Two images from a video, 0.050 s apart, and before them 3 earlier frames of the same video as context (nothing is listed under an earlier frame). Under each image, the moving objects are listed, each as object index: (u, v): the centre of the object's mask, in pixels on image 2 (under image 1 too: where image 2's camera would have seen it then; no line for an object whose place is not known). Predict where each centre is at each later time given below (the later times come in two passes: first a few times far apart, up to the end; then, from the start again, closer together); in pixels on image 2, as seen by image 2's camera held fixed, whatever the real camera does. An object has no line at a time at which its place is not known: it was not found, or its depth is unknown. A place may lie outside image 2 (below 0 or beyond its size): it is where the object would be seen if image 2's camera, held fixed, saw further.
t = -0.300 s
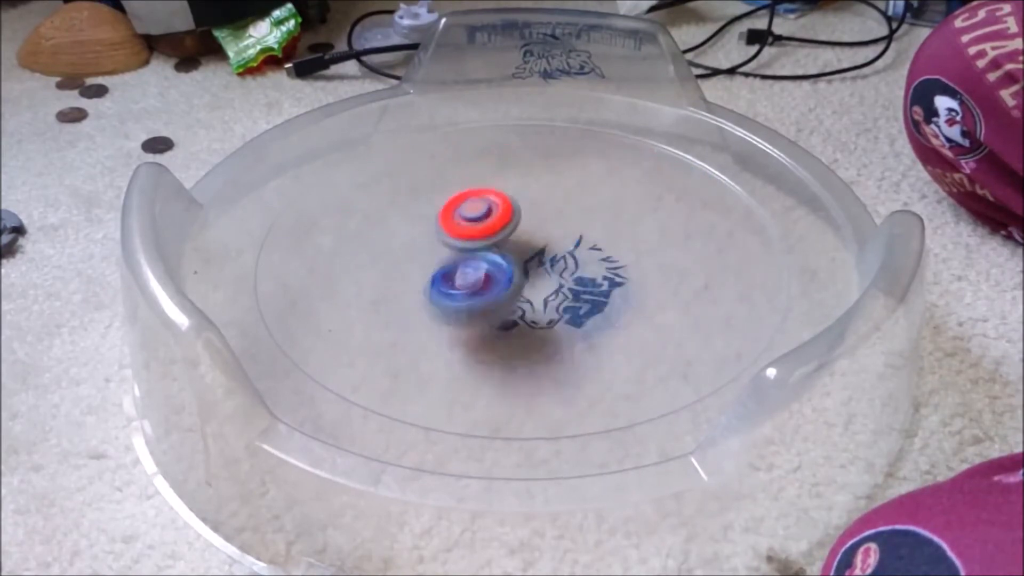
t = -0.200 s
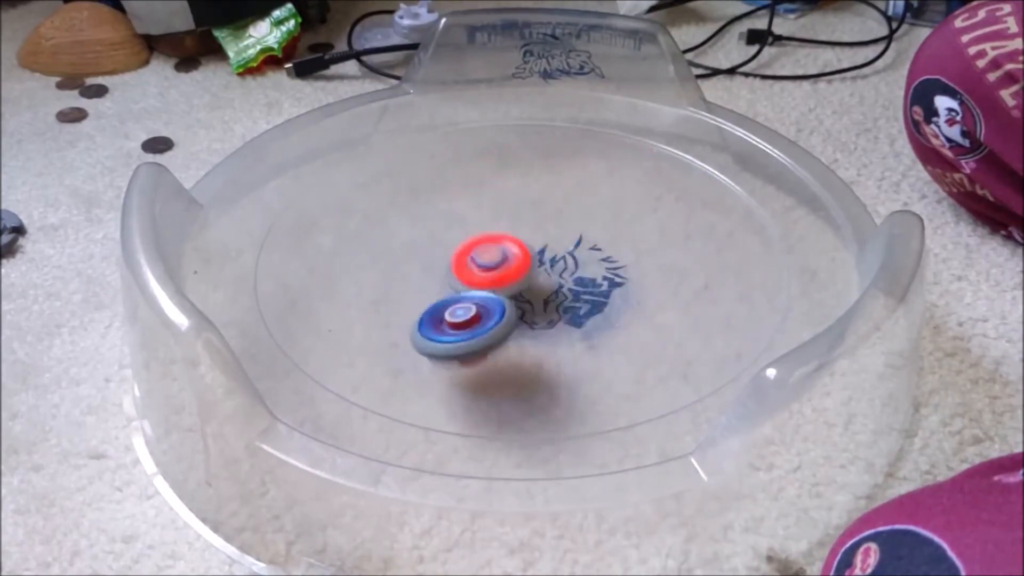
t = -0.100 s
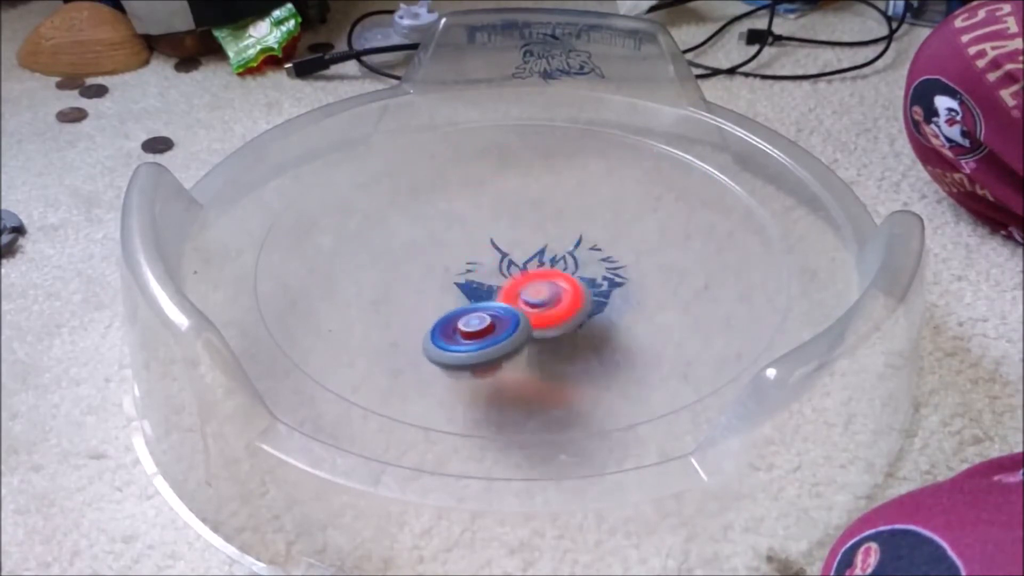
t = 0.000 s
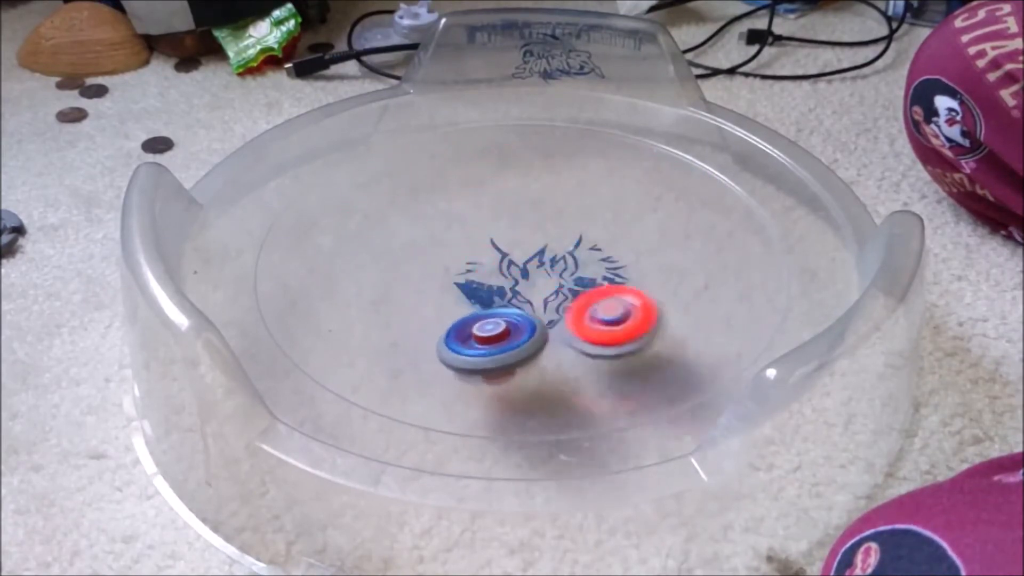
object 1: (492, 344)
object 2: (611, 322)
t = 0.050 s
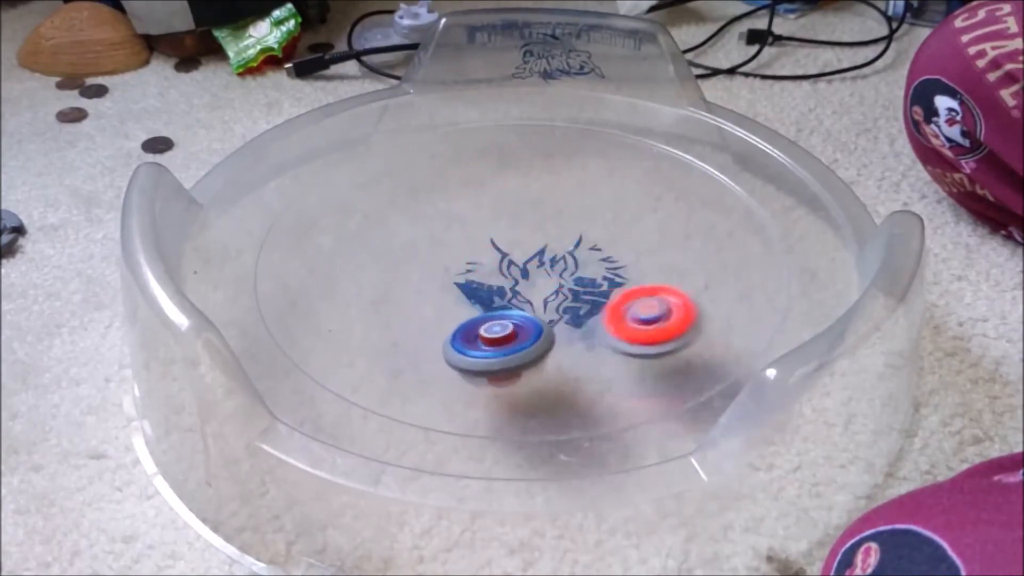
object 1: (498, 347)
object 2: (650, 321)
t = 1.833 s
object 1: (464, 129)
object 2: (436, 257)
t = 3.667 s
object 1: (473, 287)
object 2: (585, 273)
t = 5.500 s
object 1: (499, 304)
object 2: (594, 286)
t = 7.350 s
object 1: (524, 244)
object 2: (611, 222)
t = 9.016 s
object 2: (540, 208)
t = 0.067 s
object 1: (500, 347)
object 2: (663, 319)
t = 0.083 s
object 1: (501, 348)
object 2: (675, 317)
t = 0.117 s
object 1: (505, 348)
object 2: (699, 310)
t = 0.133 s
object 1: (507, 348)
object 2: (709, 306)
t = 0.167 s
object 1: (509, 348)
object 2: (726, 298)
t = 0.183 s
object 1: (511, 348)
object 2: (733, 293)
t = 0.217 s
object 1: (513, 347)
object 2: (744, 283)
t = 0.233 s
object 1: (514, 347)
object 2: (748, 278)
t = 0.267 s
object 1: (516, 346)
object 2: (750, 268)
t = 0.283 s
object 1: (517, 345)
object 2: (749, 263)
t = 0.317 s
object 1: (518, 343)
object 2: (741, 254)
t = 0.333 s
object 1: (519, 343)
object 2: (735, 250)
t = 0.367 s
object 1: (521, 341)
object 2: (719, 243)
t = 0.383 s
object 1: (522, 341)
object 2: (710, 240)
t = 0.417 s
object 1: (522, 339)
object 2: (690, 236)
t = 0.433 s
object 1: (523, 338)
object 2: (678, 234)
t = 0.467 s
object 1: (524, 337)
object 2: (655, 233)
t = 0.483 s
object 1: (524, 336)
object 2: (643, 233)
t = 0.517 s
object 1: (525, 333)
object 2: (618, 236)
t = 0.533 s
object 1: (525, 332)
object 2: (607, 237)
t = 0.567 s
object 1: (526, 329)
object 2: (582, 240)
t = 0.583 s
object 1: (526, 329)
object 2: (571, 243)
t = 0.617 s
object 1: (527, 325)
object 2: (548, 251)
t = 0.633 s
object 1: (527, 324)
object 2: (538, 257)
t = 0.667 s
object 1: (527, 320)
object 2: (517, 262)
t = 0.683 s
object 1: (527, 319)
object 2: (509, 265)
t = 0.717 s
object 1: (529, 317)
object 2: (487, 269)
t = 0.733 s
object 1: (531, 321)
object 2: (477, 272)
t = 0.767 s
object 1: (538, 332)
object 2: (461, 277)
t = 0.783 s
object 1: (540, 336)
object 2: (455, 281)
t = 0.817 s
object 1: (541, 338)
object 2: (446, 288)
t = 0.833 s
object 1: (541, 337)
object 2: (443, 293)
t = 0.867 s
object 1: (543, 336)
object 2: (437, 304)
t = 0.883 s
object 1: (545, 335)
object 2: (434, 310)
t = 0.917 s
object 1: (548, 332)
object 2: (432, 322)
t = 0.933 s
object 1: (550, 330)
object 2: (432, 327)
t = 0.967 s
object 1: (553, 327)
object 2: (436, 339)
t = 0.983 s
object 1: (554, 325)
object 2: (440, 345)
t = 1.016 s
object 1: (557, 322)
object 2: (450, 354)
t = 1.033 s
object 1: (558, 319)
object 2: (458, 358)
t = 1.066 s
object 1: (560, 316)
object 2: (476, 364)
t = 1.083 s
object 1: (561, 314)
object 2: (486, 367)
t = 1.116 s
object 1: (563, 309)
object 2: (508, 369)
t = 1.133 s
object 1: (564, 307)
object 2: (519, 368)
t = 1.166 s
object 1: (565, 302)
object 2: (541, 365)
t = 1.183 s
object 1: (566, 299)
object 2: (552, 362)
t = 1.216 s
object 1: (565, 293)
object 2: (571, 354)
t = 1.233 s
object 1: (567, 288)
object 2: (578, 350)
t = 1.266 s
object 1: (567, 280)
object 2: (590, 341)
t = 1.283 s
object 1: (567, 275)
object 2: (593, 335)
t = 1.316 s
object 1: (566, 267)
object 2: (598, 324)
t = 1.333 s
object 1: (565, 261)
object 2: (598, 318)
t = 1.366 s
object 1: (557, 232)
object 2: (606, 323)
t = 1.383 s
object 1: (553, 219)
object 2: (609, 325)
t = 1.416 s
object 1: (543, 189)
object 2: (612, 323)
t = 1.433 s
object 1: (538, 178)
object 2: (612, 320)
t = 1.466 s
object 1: (527, 157)
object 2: (609, 311)
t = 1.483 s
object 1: (521, 148)
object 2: (605, 306)
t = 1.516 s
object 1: (506, 132)
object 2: (596, 295)
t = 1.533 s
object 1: (500, 126)
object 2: (591, 292)
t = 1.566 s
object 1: (489, 118)
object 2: (577, 283)
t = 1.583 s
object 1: (485, 115)
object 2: (569, 280)
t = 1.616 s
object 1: (479, 111)
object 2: (554, 273)
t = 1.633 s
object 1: (477, 111)
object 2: (545, 270)
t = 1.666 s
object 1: (473, 113)
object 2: (526, 264)
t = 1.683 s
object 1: (471, 115)
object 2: (516, 261)
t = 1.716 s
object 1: (468, 118)
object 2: (497, 259)
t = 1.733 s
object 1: (467, 120)
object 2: (487, 257)
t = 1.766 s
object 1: (466, 123)
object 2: (470, 257)
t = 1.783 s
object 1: (465, 125)
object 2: (462, 256)
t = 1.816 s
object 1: (464, 127)
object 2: (443, 257)
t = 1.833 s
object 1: (464, 129)
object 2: (436, 257)
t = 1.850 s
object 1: (464, 130)
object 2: (428, 258)
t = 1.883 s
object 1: (465, 132)
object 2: (414, 262)
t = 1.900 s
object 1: (465, 133)
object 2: (408, 264)
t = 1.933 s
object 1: (466, 135)
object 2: (398, 270)
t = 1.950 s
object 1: (466, 136)
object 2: (394, 274)
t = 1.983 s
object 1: (467, 138)
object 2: (390, 281)
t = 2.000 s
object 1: (467, 139)
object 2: (390, 285)
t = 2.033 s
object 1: (467, 141)
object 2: (393, 294)
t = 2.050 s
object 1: (468, 143)
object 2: (397, 298)
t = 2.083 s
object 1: (469, 145)
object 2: (410, 305)
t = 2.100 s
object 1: (470, 146)
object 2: (418, 308)
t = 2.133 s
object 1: (471, 149)
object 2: (436, 311)
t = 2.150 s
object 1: (472, 151)
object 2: (446, 311)
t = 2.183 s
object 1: (473, 154)
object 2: (465, 309)
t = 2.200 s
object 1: (474, 156)
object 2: (474, 307)
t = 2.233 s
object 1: (477, 160)
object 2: (492, 302)
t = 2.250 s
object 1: (478, 163)
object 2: (499, 299)
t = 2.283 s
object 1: (481, 168)
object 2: (511, 292)
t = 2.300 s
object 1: (483, 170)
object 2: (517, 287)
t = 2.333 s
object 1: (486, 175)
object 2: (526, 275)
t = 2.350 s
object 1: (488, 178)
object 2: (530, 270)
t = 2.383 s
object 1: (491, 183)
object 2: (533, 258)
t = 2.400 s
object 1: (493, 185)
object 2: (533, 253)
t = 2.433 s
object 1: (494, 181)
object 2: (534, 242)
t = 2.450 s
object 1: (492, 177)
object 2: (536, 239)
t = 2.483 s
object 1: (493, 171)
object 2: (535, 237)
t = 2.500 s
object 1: (495, 171)
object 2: (533, 235)
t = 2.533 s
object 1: (497, 169)
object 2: (529, 232)
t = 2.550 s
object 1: (494, 158)
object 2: (531, 241)
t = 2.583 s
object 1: (491, 144)
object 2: (536, 257)
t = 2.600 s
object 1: (491, 139)
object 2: (539, 263)
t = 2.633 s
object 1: (490, 138)
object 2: (545, 272)
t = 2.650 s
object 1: (490, 139)
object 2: (550, 275)
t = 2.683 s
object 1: (488, 142)
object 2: (561, 279)
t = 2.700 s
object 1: (487, 144)
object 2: (567, 280)
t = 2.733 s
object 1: (486, 148)
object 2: (580, 279)
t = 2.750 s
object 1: (485, 151)
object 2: (586, 279)
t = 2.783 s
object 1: (483, 155)
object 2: (598, 275)
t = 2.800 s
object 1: (483, 158)
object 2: (602, 273)
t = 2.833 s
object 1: (482, 162)
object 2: (611, 269)
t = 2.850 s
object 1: (481, 165)
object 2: (613, 265)
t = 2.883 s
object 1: (481, 171)
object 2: (615, 258)
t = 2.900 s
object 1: (481, 173)
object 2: (613, 256)
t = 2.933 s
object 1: (481, 179)
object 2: (607, 251)
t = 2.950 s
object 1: (481, 182)
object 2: (601, 248)
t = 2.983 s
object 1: (481, 188)
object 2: (590, 246)
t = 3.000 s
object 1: (481, 191)
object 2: (583, 246)
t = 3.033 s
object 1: (481, 197)
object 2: (569, 246)
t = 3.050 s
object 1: (481, 200)
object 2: (562, 247)
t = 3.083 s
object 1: (481, 206)
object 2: (550, 252)
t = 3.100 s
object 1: (482, 209)
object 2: (544, 254)
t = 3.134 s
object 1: (477, 207)
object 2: (542, 267)
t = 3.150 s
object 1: (474, 206)
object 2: (543, 275)
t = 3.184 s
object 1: (471, 206)
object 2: (547, 287)
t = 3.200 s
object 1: (470, 209)
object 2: (549, 291)
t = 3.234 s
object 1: (470, 214)
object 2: (556, 298)
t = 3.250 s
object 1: (469, 217)
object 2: (559, 301)
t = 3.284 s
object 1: (469, 223)
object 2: (569, 307)
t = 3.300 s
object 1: (468, 227)
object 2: (574, 309)
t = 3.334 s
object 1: (468, 233)
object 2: (587, 312)
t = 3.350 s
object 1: (468, 237)
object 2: (594, 312)
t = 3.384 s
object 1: (468, 242)
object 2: (607, 313)
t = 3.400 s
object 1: (469, 246)
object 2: (614, 312)
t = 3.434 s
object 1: (471, 254)
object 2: (625, 309)
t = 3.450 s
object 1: (471, 257)
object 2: (630, 306)
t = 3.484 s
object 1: (472, 263)
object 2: (636, 300)
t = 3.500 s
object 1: (472, 265)
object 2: (637, 296)
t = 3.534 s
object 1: (473, 270)
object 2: (634, 289)
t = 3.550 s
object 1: (473, 272)
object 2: (630, 285)
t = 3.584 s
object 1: (474, 277)
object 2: (620, 280)
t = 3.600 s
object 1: (473, 279)
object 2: (614, 278)
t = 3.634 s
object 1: (473, 283)
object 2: (599, 273)
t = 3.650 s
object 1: (473, 284)
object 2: (592, 273)
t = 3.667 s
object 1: (473, 287)
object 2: (585, 273)
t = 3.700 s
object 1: (474, 290)
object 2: (569, 271)
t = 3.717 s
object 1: (474, 291)
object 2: (562, 271)
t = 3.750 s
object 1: (473, 296)
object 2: (550, 270)
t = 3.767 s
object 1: (468, 298)
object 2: (547, 268)
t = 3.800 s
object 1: (463, 301)
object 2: (540, 265)
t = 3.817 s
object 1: (462, 303)
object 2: (535, 263)
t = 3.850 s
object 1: (462, 306)
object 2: (525, 260)
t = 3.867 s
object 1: (462, 308)
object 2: (520, 260)
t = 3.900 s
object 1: (463, 310)
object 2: (509, 260)
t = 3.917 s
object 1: (463, 312)
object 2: (503, 260)
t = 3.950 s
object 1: (463, 314)
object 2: (496, 263)
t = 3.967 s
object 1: (463, 316)
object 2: (493, 264)
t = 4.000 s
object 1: (464, 317)
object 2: (491, 267)
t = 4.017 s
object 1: (462, 319)
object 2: (492, 268)
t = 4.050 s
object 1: (447, 335)
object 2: (495, 266)
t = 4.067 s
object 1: (443, 341)
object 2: (499, 262)
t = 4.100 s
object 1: (438, 355)
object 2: (507, 258)
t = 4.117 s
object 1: (436, 359)
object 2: (510, 257)
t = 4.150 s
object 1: (436, 363)
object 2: (511, 257)
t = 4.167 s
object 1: (437, 365)
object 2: (510, 256)
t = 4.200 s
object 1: (438, 366)
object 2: (509, 256)
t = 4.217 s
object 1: (439, 367)
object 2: (509, 256)
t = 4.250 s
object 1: (441, 367)
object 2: (507, 256)
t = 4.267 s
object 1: (441, 367)
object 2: (506, 256)
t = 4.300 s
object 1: (443, 367)
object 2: (506, 257)
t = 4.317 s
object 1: (444, 366)
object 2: (505, 258)
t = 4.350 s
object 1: (446, 365)
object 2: (506, 259)
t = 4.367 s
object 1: (447, 364)
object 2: (506, 260)
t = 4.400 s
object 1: (449, 363)
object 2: (508, 261)
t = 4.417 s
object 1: (451, 361)
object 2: (509, 262)
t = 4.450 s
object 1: (453, 359)
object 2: (512, 262)
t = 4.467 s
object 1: (455, 358)
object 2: (513, 263)
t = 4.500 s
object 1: (459, 355)
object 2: (517, 264)
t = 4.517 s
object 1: (461, 354)
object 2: (520, 264)
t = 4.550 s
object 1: (464, 350)
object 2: (525, 265)
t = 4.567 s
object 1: (466, 349)
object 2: (527, 264)
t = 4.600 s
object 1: (468, 345)
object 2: (531, 263)
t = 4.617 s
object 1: (469, 344)
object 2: (533, 263)
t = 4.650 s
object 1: (472, 340)
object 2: (537, 262)
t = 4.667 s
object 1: (473, 338)
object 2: (539, 261)
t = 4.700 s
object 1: (475, 334)
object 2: (542, 261)
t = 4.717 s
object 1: (475, 332)
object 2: (543, 260)
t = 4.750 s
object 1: (477, 329)
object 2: (545, 259)
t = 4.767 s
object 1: (477, 328)
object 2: (546, 258)
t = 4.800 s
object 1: (479, 325)
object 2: (547, 257)
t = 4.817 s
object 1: (480, 323)
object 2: (548, 256)
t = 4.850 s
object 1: (482, 319)
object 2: (548, 255)
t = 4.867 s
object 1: (484, 317)
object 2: (547, 255)
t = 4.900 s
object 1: (486, 313)
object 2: (546, 254)
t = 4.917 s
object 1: (488, 312)
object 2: (545, 254)
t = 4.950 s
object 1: (492, 307)
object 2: (543, 254)
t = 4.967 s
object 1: (493, 305)
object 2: (543, 253)
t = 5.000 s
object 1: (497, 301)
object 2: (543, 253)
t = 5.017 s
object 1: (497, 299)
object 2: (543, 252)
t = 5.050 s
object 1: (492, 301)
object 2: (542, 250)
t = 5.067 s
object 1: (491, 302)
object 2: (542, 251)
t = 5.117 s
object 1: (492, 300)
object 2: (541, 254)
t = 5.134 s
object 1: (488, 299)
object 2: (542, 253)
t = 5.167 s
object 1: (473, 308)
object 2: (543, 256)
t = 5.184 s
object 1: (469, 311)
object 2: (544, 256)
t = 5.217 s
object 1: (462, 314)
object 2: (544, 260)
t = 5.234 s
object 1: (462, 314)
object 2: (545, 262)
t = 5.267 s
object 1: (464, 313)
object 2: (547, 267)
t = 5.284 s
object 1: (466, 313)
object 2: (549, 270)
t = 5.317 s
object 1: (471, 312)
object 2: (554, 275)
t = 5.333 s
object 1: (473, 312)
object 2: (557, 277)
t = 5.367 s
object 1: (478, 310)
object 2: (564, 281)
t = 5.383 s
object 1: (481, 310)
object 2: (568, 283)
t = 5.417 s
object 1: (486, 309)
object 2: (575, 285)
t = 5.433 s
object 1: (489, 308)
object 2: (579, 286)
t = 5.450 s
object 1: (491, 307)
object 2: (583, 286)
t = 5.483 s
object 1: (497, 305)
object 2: (590, 286)
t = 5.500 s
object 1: (499, 304)
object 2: (594, 286)
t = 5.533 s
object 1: (505, 302)
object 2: (599, 284)
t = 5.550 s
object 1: (507, 301)
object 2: (602, 282)
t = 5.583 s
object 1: (512, 299)
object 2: (604, 279)
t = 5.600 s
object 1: (508, 298)
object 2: (604, 277)
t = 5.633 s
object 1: (506, 297)
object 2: (604, 274)
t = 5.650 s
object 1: (507, 297)
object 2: (603, 274)
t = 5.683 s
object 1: (510, 296)
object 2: (599, 272)
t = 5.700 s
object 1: (509, 294)
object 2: (598, 271)
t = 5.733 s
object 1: (494, 294)
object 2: (595, 269)
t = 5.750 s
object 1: (490, 292)
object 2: (594, 269)
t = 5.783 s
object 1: (484, 290)
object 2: (589, 270)
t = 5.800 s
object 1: (482, 289)
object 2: (585, 271)
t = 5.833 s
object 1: (482, 287)
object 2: (576, 273)
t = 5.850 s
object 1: (480, 285)
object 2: (571, 273)
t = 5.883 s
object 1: (468, 284)
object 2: (562, 273)
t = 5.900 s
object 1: (464, 282)
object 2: (559, 275)
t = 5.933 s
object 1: (457, 278)
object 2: (555, 276)
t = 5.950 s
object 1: (447, 273)
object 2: (553, 277)
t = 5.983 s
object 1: (434, 269)
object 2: (550, 281)
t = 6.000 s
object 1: (429, 267)
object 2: (548, 281)
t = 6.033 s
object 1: (423, 265)
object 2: (539, 283)
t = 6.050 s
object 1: (421, 263)
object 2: (532, 285)
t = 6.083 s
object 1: (417, 263)
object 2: (521, 288)
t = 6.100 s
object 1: (416, 262)
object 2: (514, 290)
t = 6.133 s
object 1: (413, 261)
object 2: (502, 291)
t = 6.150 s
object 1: (411, 261)
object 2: (495, 293)
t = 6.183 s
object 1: (407, 259)
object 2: (486, 297)
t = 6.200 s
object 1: (405, 257)
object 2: (482, 298)
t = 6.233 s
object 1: (402, 255)
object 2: (472, 301)
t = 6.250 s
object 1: (401, 254)
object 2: (469, 301)
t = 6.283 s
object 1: (399, 253)
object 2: (461, 304)
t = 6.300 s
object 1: (398, 251)
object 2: (457, 305)
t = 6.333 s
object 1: (397, 250)
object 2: (450, 307)
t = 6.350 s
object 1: (397, 249)
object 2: (447, 309)
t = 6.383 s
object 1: (397, 247)
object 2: (443, 313)
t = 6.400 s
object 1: (397, 247)
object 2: (441, 315)
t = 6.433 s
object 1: (398, 245)
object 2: (440, 318)
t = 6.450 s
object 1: (399, 244)
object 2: (441, 320)
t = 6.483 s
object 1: (401, 243)
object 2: (444, 322)
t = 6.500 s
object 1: (402, 242)
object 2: (446, 322)
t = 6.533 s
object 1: (405, 241)
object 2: (453, 321)
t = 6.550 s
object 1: (407, 240)
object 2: (456, 319)
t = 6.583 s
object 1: (411, 240)
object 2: (462, 316)
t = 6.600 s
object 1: (413, 240)
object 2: (465, 313)
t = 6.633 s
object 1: (418, 239)
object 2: (471, 308)
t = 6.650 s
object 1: (421, 239)
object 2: (473, 306)
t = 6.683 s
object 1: (426, 238)
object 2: (478, 300)
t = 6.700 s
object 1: (429, 238)
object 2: (480, 298)
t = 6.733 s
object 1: (433, 235)
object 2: (487, 296)
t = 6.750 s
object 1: (436, 233)
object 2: (491, 294)
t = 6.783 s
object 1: (441, 231)
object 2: (498, 290)
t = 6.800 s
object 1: (444, 231)
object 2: (501, 288)
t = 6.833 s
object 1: (447, 229)
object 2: (511, 287)
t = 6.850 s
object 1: (449, 227)
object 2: (517, 286)
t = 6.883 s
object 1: (454, 226)
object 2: (527, 283)
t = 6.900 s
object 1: (457, 227)
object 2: (532, 281)
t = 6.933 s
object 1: (462, 227)
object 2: (541, 277)
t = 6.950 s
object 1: (466, 227)
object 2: (546, 274)
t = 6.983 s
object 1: (472, 228)
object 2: (553, 270)
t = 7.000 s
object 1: (474, 228)
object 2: (557, 267)
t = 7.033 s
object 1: (477, 228)
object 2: (567, 263)
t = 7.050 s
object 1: (478, 227)
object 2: (573, 262)
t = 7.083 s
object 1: (482, 227)
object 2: (583, 258)
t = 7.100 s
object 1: (485, 228)
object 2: (587, 256)
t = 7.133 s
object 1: (490, 229)
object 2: (594, 252)
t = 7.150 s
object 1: (493, 230)
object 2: (597, 249)
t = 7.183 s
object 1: (498, 231)
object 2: (604, 243)
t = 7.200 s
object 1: (501, 232)
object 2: (605, 241)
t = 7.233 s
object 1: (507, 235)
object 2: (609, 236)
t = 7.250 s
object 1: (511, 236)
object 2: (610, 234)
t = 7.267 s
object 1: (514, 237)
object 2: (611, 232)
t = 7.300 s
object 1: (520, 240)
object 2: (610, 227)
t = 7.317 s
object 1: (523, 241)
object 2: (610, 225)
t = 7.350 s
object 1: (524, 244)
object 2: (611, 222)
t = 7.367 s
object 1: (521, 246)
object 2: (613, 220)
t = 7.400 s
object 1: (520, 250)
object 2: (617, 216)
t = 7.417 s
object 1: (521, 252)
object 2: (617, 214)
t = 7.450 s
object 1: (524, 256)
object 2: (616, 211)
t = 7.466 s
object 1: (526, 257)
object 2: (614, 210)
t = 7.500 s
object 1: (530, 261)
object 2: (608, 210)
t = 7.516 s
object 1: (532, 263)
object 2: (606, 211)
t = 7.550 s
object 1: (535, 267)
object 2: (600, 213)
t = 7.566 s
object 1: (537, 269)
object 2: (598, 215)
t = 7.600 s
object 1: (540, 273)
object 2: (594, 218)
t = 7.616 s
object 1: (540, 275)
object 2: (591, 220)
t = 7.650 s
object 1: (543, 278)
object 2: (587, 224)
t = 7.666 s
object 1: (544, 280)
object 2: (586, 226)
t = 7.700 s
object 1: (545, 284)
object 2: (582, 231)
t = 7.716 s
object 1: (545, 286)
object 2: (580, 233)
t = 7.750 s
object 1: (543, 296)
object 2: (579, 237)
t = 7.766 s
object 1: (540, 300)
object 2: (579, 239)
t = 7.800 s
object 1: (538, 305)
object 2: (576, 244)
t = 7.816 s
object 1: (539, 307)
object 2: (575, 246)
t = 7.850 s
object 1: (538, 311)
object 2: (573, 251)
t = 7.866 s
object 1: (537, 312)
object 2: (573, 253)
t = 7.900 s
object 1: (537, 315)
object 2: (574, 257)
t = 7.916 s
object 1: (536, 316)
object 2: (573, 259)
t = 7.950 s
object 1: (535, 319)
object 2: (574, 263)
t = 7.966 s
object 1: (534, 320)
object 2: (575, 265)
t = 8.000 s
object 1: (533, 322)
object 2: (575, 268)
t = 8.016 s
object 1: (532, 323)
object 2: (576, 270)
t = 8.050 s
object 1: (529, 324)
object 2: (578, 273)
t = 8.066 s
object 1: (528, 325)
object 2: (578, 276)
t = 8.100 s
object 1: (526, 326)
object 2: (580, 279)
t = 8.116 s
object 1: (525, 327)
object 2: (581, 280)
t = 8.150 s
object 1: (521, 327)
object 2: (582, 283)
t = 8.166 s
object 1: (520, 328)
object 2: (582, 284)
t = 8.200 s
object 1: (516, 328)
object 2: (582, 285)
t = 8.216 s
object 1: (515, 328)
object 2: (582, 286)
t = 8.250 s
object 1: (510, 328)
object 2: (581, 287)
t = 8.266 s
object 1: (508, 327)
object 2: (580, 287)
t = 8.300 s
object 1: (505, 327)
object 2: (577, 288)
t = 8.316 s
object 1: (503, 327)
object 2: (575, 288)
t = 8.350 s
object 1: (500, 326)
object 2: (573, 289)
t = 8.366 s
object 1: (494, 327)
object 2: (572, 288)
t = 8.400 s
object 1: (482, 327)
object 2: (573, 285)
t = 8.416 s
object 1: (479, 326)
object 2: (573, 283)
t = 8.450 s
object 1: (476, 325)
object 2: (569, 280)
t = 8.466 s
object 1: (475, 324)
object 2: (567, 278)
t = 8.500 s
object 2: (562, 275)
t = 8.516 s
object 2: (559, 274)
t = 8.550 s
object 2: (553, 271)
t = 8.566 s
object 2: (550, 271)
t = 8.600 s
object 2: (543, 269)
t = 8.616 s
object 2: (538, 269)
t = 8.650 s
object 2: (531, 268)
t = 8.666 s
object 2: (529, 268)
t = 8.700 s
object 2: (534, 259)
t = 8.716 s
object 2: (539, 254)
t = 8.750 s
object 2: (548, 243)
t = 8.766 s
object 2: (551, 240)
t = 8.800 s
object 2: (551, 235)
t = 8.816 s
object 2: (551, 232)
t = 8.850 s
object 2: (551, 227)
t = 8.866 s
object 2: (550, 224)
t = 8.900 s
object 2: (549, 220)
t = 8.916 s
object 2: (549, 217)
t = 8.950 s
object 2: (547, 214)
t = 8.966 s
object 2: (546, 212)
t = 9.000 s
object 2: (543, 209)
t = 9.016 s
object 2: (540, 208)
